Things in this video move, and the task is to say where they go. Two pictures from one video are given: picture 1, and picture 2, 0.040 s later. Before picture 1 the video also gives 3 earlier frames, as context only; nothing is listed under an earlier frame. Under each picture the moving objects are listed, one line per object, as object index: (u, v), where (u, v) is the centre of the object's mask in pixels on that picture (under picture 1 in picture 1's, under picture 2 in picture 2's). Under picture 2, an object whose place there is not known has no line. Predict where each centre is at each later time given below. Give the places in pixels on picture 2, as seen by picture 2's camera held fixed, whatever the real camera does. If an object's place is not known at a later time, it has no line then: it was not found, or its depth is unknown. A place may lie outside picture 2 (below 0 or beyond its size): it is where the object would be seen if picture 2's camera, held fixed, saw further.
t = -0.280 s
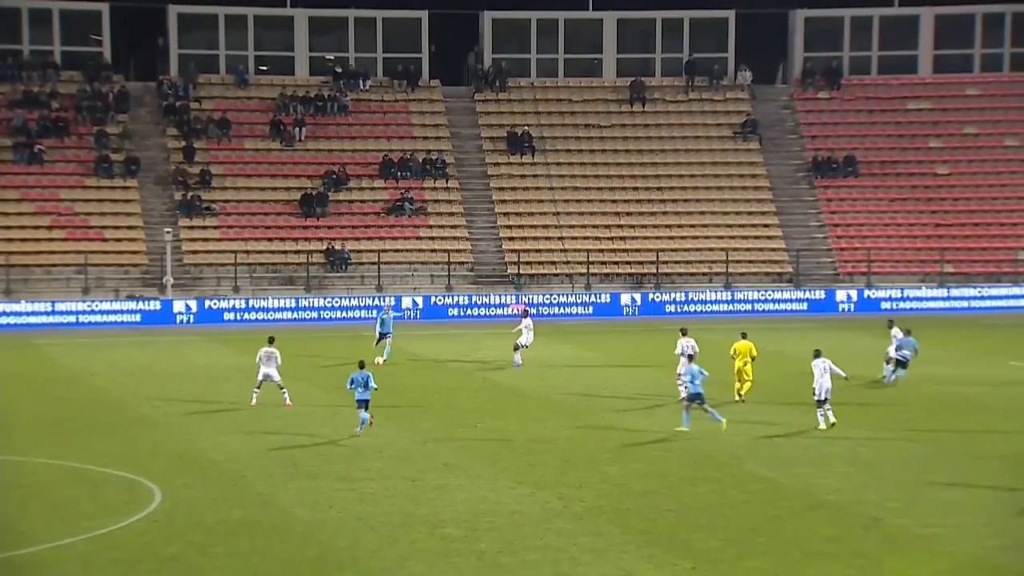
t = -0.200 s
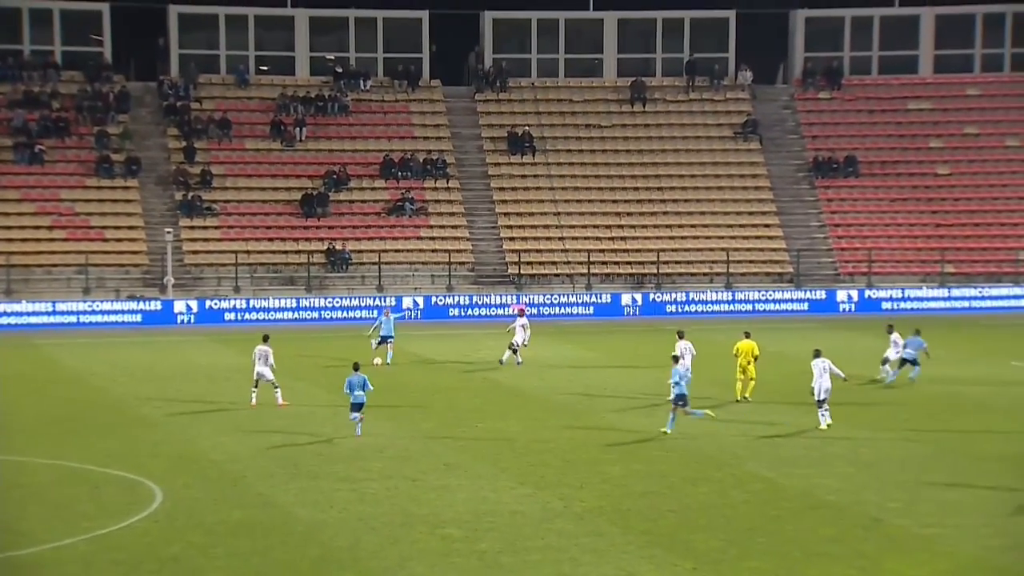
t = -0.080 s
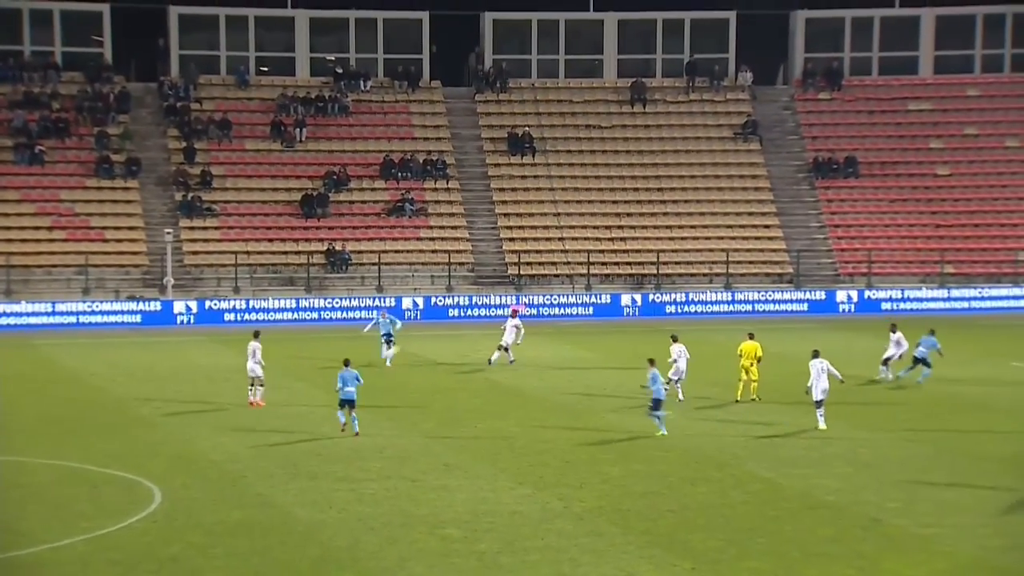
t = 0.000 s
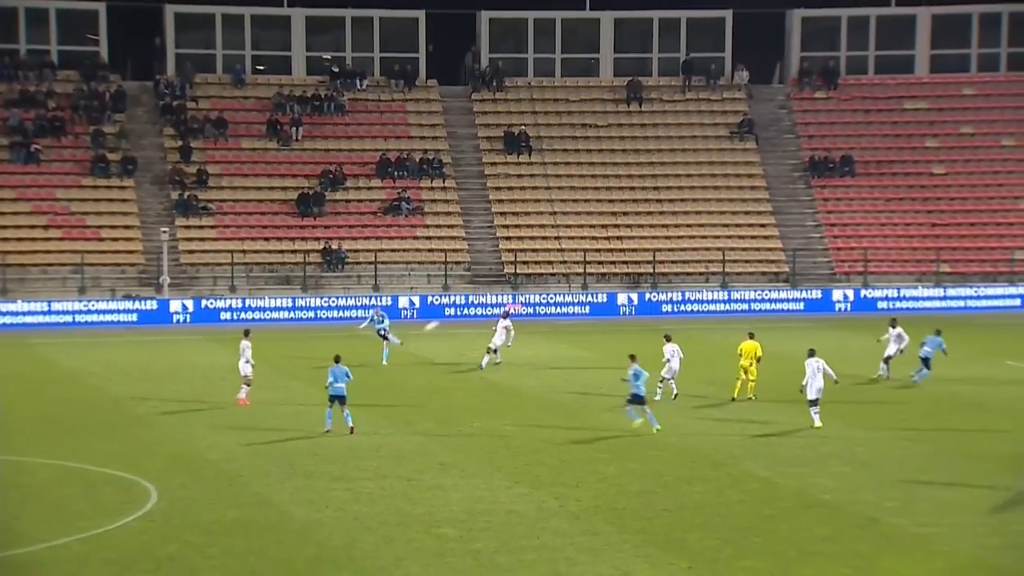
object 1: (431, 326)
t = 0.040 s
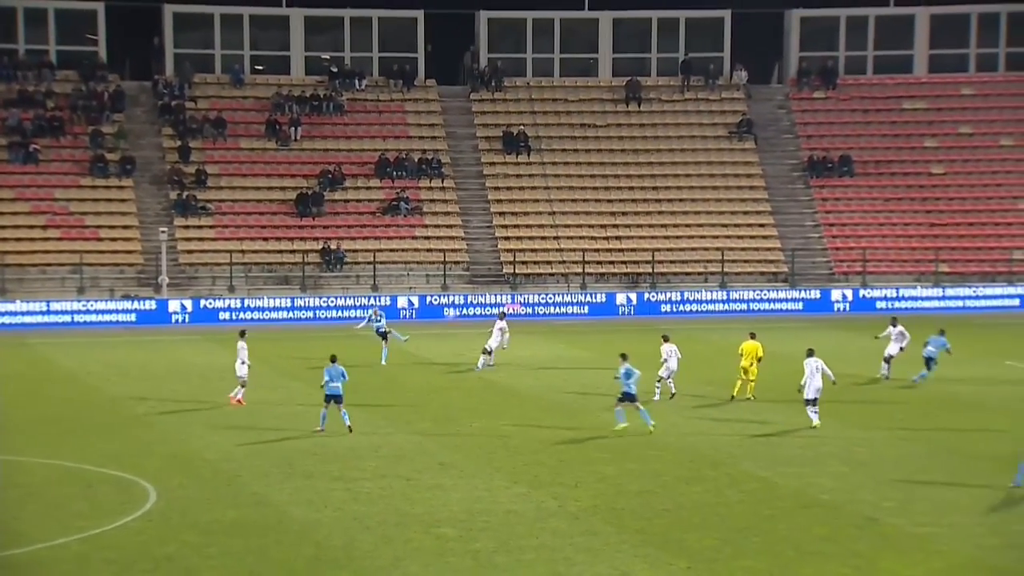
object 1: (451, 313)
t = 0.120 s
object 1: (499, 290)
